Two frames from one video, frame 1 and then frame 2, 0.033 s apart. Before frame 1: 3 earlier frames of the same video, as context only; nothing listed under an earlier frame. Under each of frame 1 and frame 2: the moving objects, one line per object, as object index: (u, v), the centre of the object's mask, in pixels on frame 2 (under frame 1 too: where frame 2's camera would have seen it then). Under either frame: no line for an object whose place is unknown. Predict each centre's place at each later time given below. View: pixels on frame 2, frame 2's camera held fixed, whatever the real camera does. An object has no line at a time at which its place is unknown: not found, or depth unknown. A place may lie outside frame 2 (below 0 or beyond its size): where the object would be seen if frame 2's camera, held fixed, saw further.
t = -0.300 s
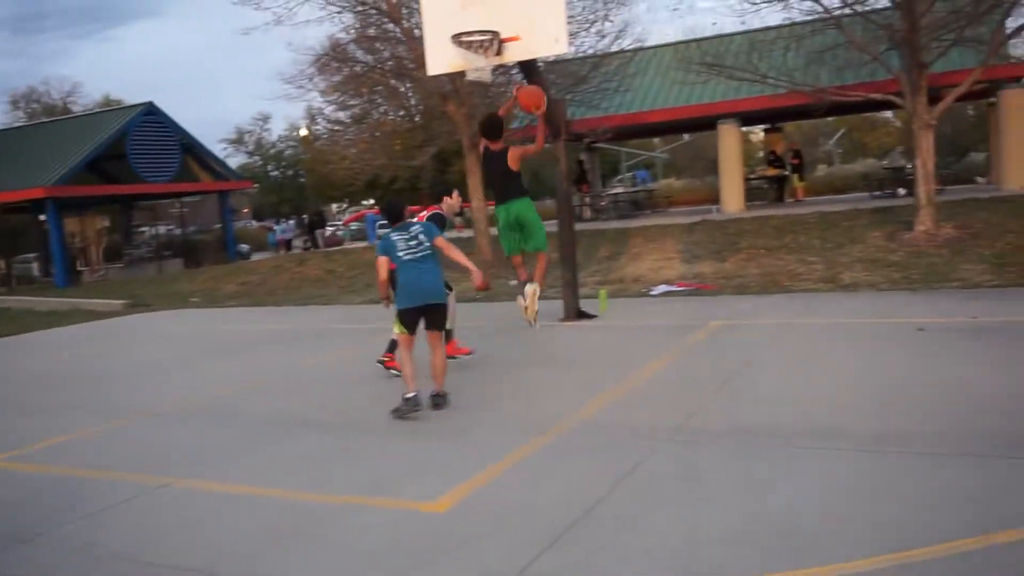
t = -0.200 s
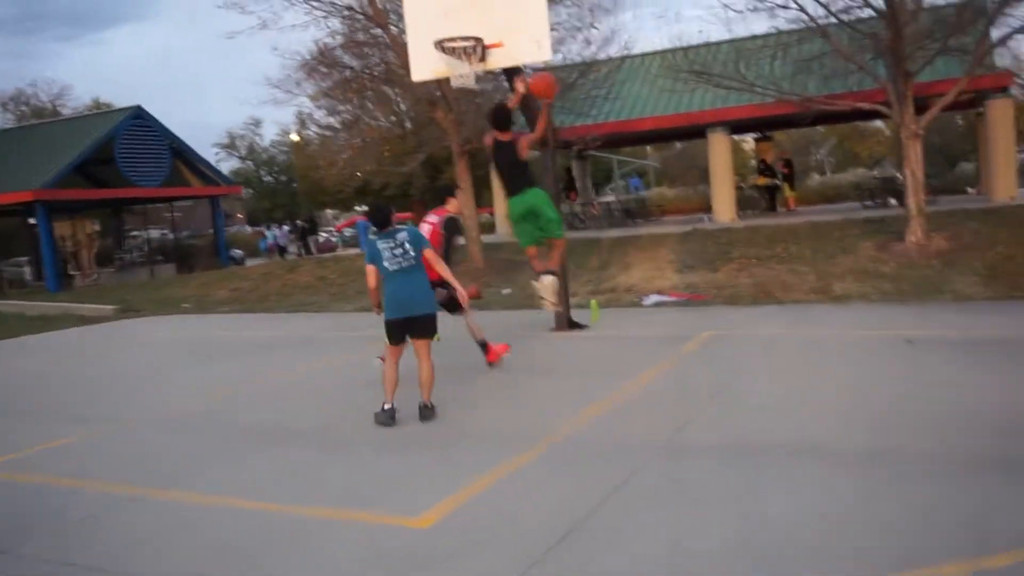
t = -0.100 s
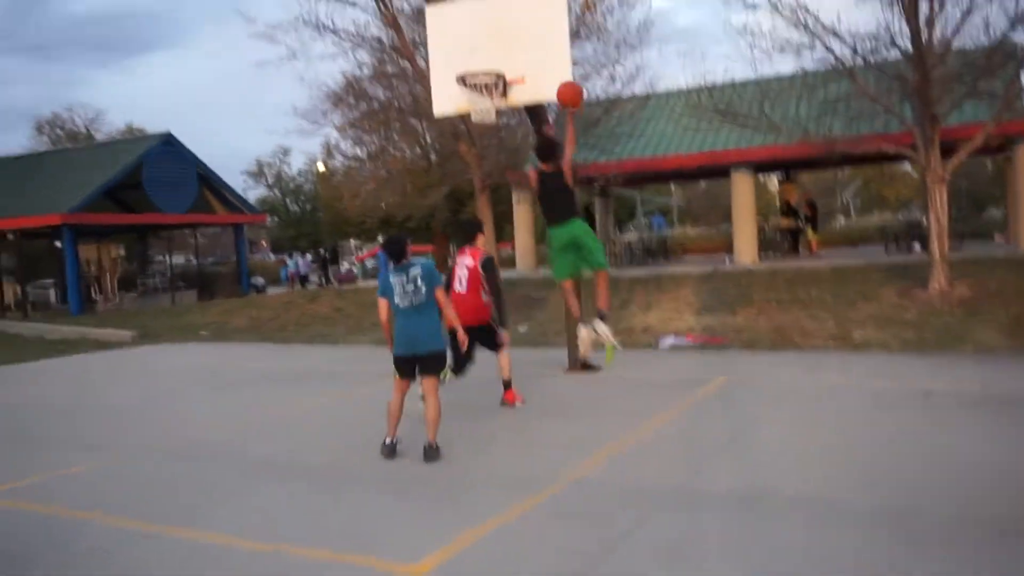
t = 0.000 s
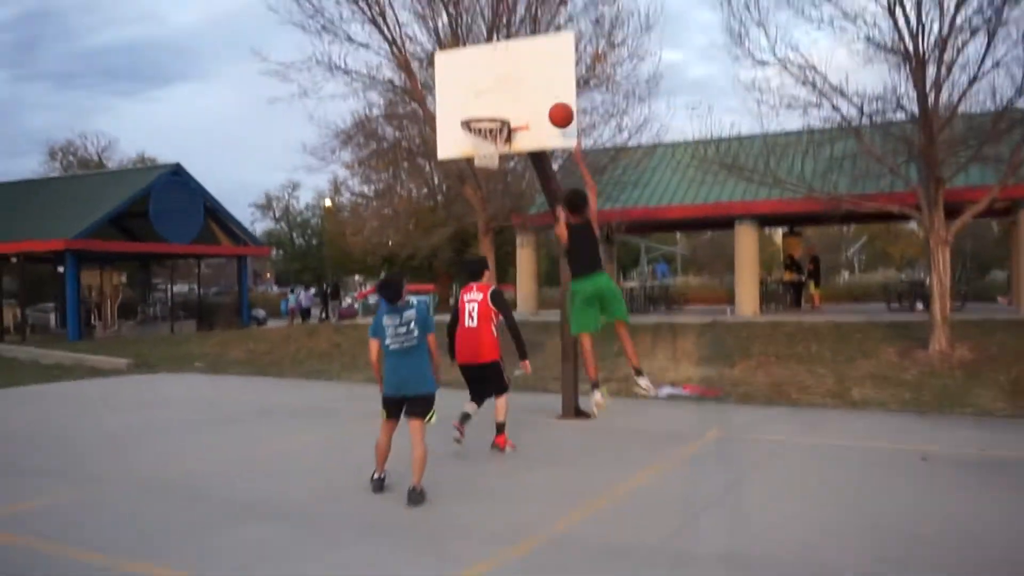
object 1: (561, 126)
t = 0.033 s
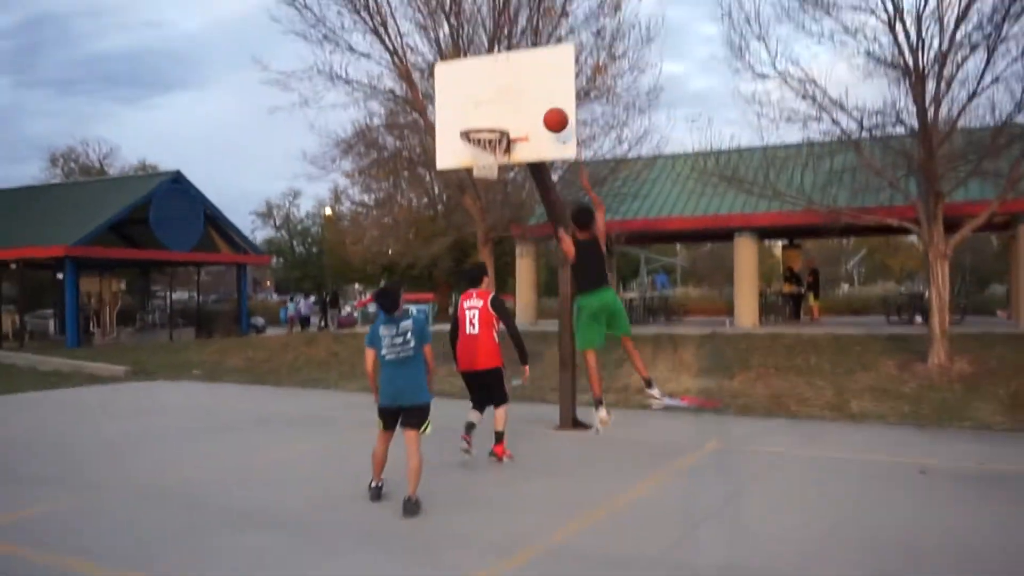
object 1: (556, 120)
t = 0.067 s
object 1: (551, 116)
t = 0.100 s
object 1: (547, 112)
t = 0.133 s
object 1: (544, 111)
